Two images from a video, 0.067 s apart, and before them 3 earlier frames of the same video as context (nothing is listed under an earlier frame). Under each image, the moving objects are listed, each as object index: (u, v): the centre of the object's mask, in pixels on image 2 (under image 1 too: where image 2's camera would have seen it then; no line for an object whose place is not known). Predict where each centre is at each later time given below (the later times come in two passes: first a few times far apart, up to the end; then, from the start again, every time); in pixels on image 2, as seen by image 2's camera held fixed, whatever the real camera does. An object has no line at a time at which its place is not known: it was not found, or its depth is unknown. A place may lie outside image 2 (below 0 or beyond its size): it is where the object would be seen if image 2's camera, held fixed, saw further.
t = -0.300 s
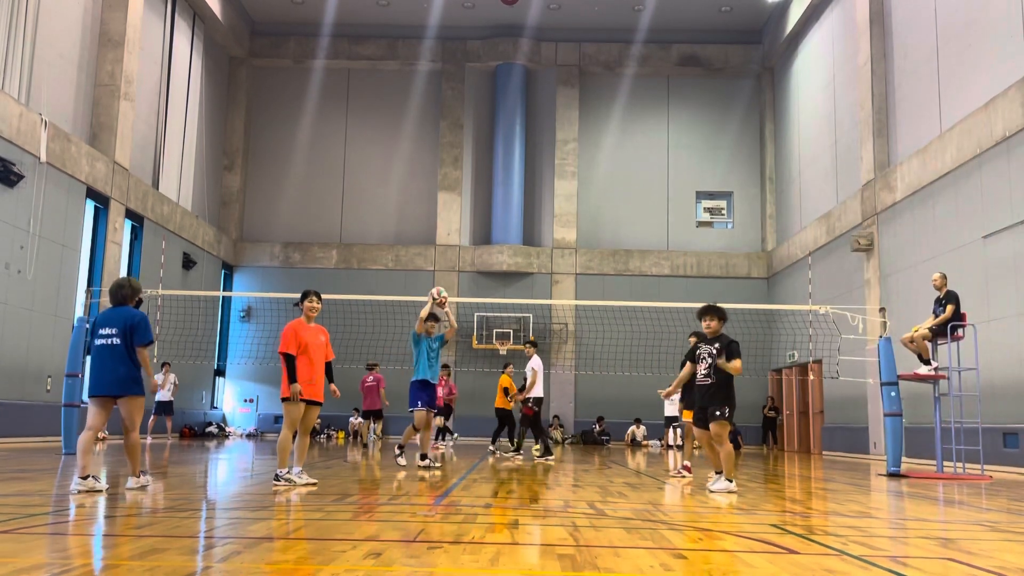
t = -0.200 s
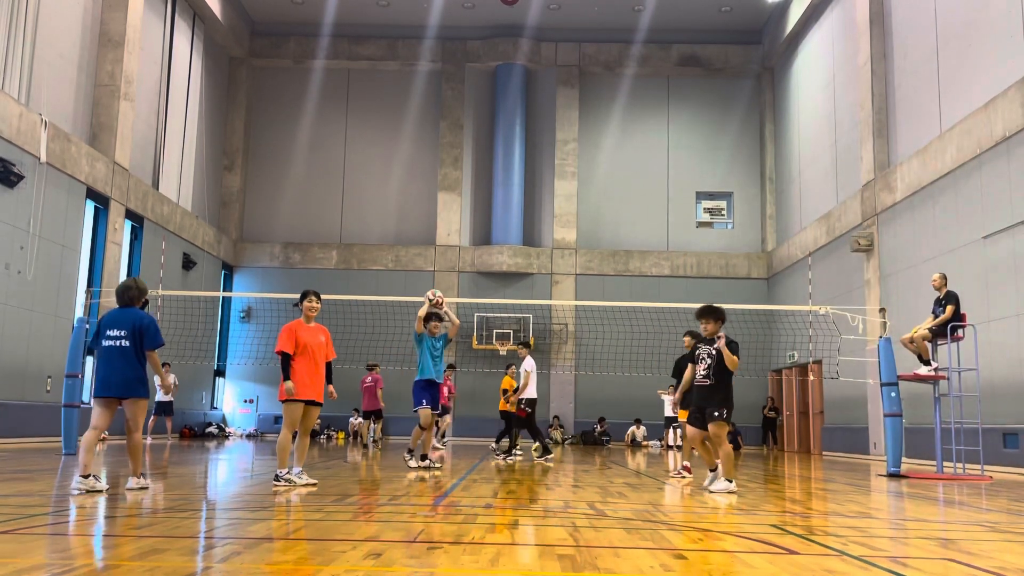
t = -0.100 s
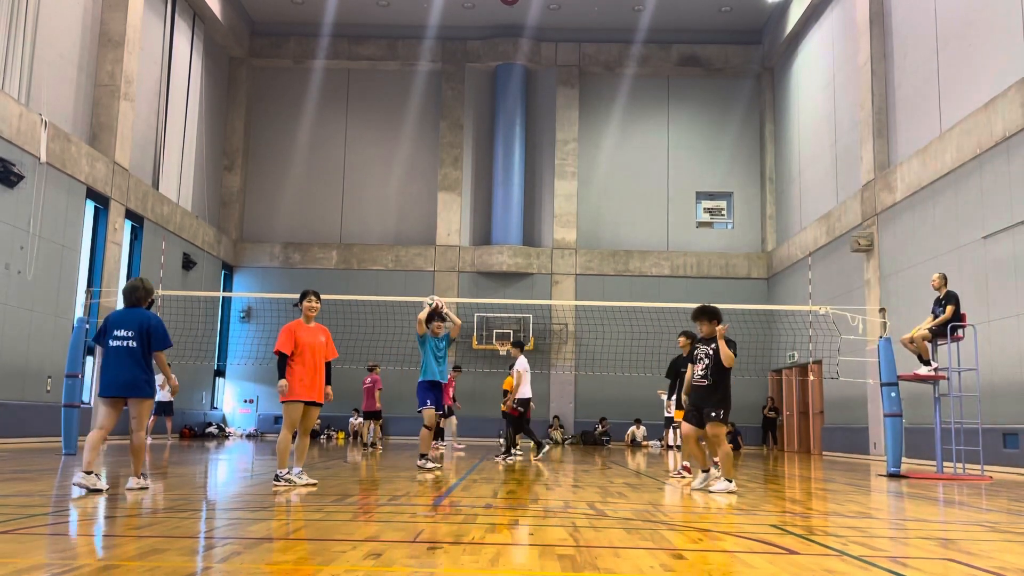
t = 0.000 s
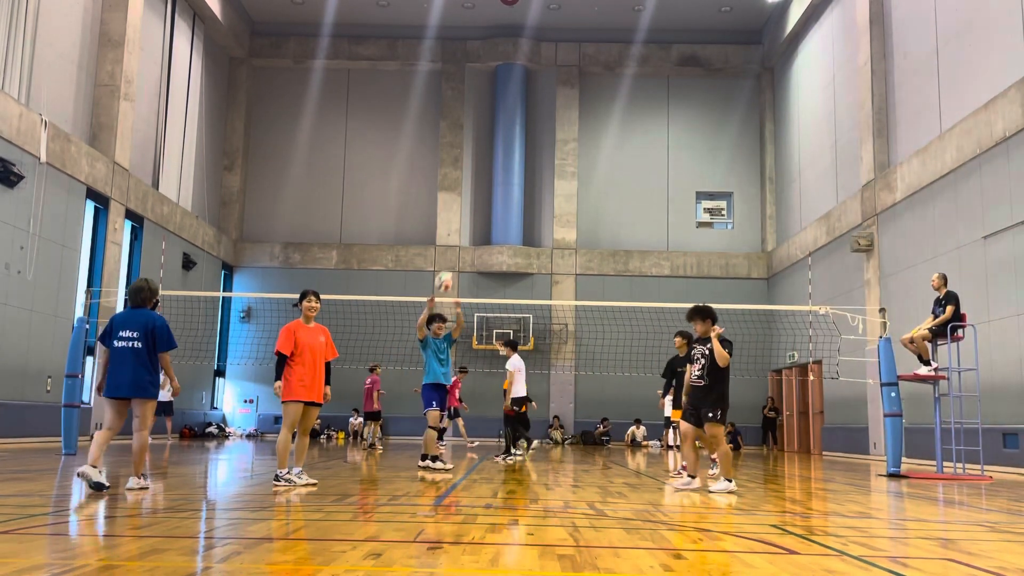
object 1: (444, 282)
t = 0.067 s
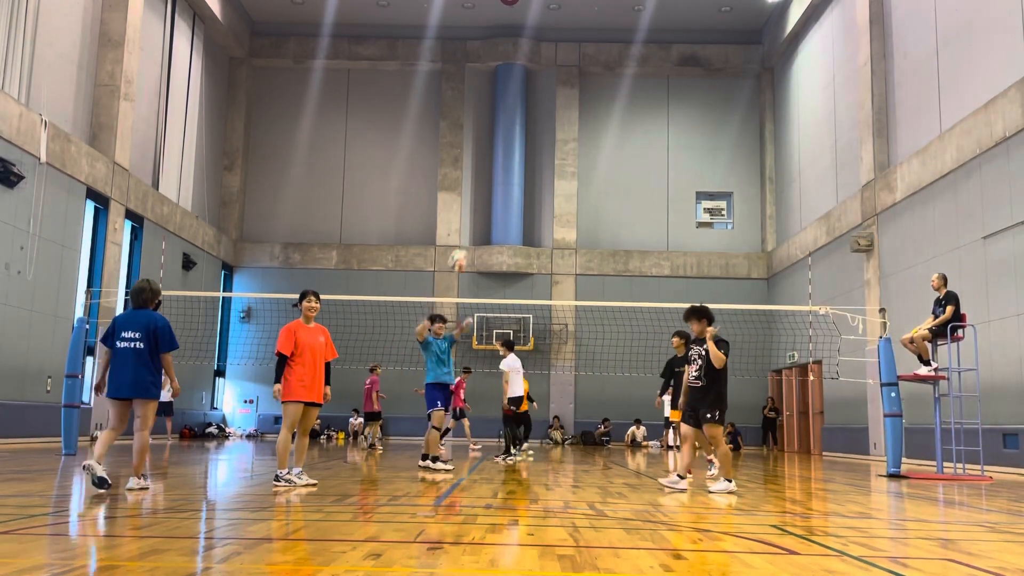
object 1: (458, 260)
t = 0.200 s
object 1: (491, 226)
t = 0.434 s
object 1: (571, 196)
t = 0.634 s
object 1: (677, 222)
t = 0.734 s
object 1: (753, 267)
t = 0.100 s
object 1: (466, 251)
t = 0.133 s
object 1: (474, 241)
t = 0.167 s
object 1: (482, 233)
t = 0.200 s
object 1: (491, 226)
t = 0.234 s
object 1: (500, 219)
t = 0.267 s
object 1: (510, 212)
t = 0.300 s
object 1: (521, 208)
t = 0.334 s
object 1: (532, 204)
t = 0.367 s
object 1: (543, 201)
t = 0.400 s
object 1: (557, 198)
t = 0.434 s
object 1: (571, 196)
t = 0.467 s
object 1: (586, 197)
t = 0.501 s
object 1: (600, 198)
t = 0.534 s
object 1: (616, 201)
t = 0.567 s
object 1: (635, 206)
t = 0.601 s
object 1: (655, 213)
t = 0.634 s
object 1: (677, 222)
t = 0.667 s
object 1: (700, 233)
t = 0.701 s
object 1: (724, 248)
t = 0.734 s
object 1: (753, 267)
